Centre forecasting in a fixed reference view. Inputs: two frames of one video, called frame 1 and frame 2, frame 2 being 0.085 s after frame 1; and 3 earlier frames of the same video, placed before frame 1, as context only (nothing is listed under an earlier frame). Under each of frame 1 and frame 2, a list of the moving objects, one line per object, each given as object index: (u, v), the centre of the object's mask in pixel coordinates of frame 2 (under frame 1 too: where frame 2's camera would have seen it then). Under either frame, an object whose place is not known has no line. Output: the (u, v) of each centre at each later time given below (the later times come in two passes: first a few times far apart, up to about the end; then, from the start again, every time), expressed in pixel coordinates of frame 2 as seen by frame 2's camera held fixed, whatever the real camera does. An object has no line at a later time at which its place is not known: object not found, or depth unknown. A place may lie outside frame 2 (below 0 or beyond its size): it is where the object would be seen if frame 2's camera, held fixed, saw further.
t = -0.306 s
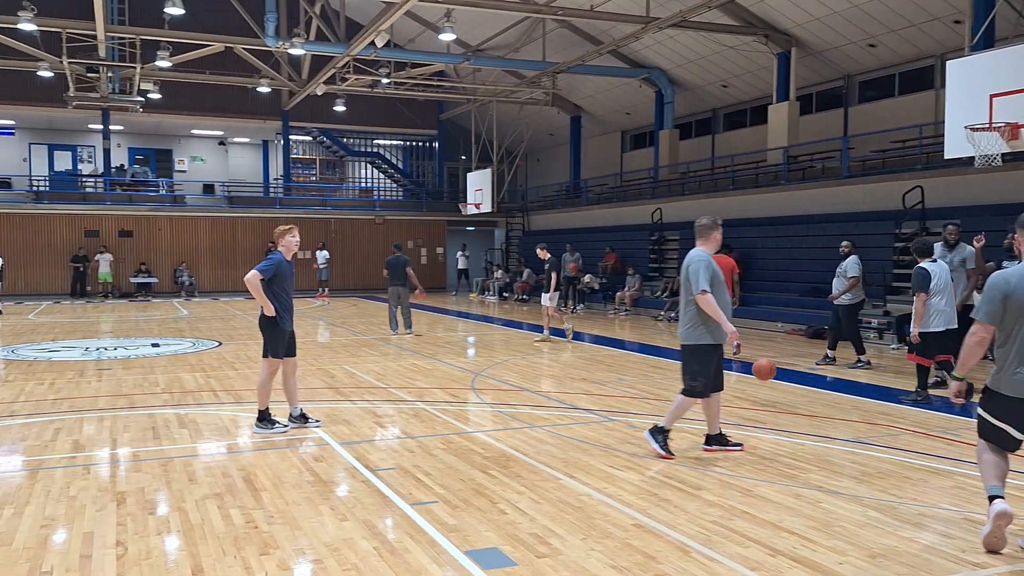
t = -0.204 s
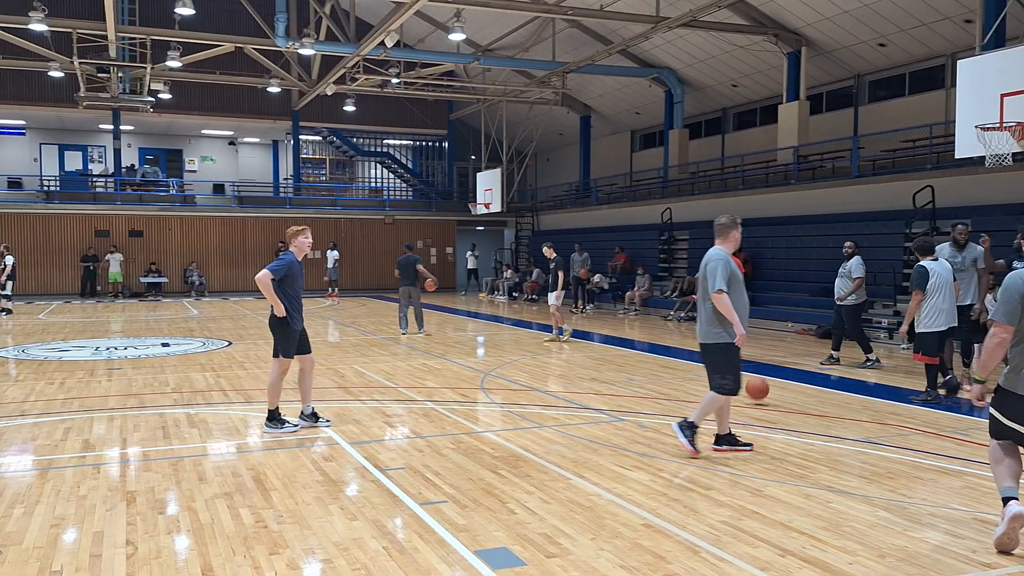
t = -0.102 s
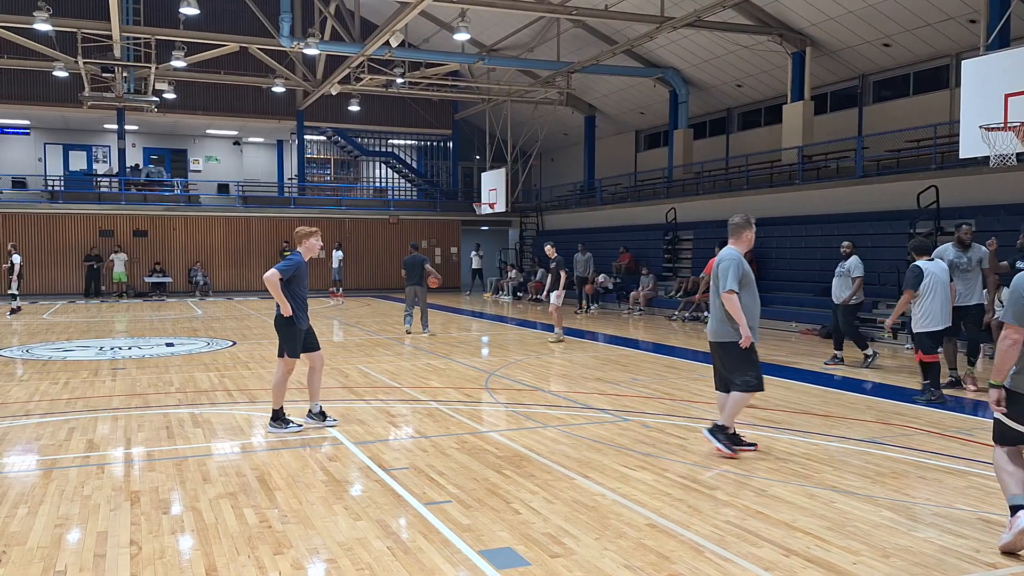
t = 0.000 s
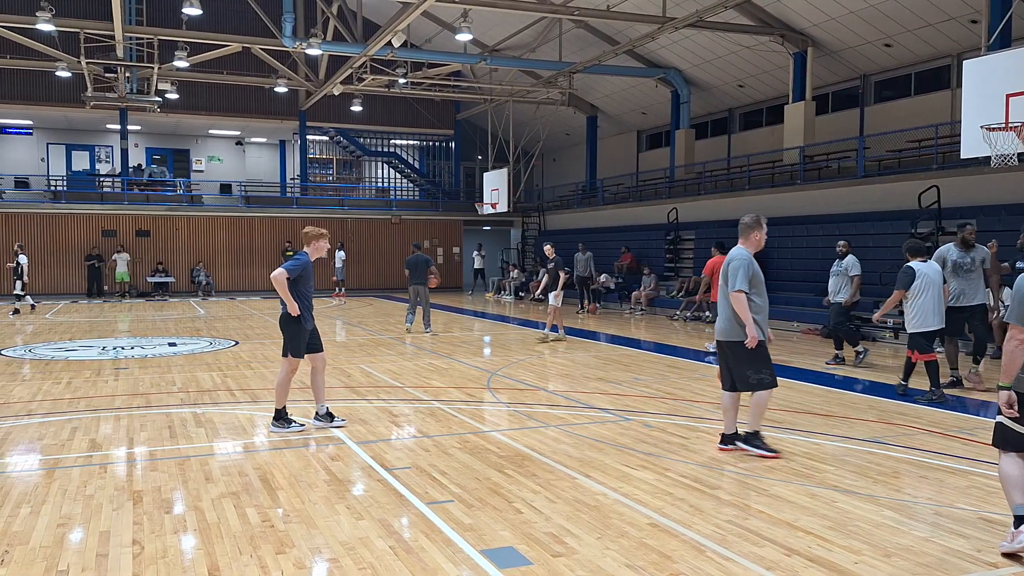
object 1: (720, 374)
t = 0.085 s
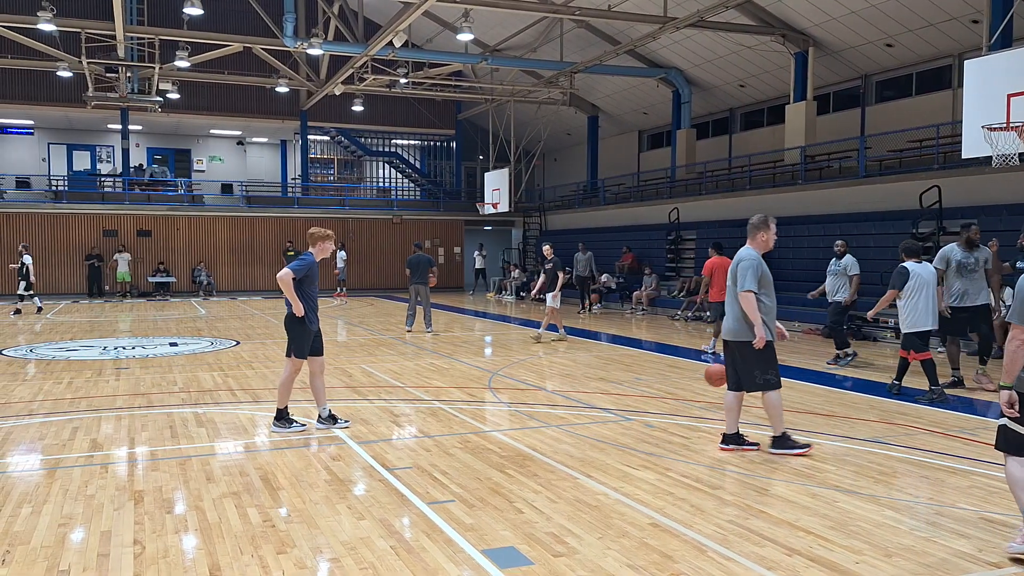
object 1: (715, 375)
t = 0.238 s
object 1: (690, 394)
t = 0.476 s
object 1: (650, 386)
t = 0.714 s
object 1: (609, 393)
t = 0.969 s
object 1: (563, 400)
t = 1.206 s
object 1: (520, 404)
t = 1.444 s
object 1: (477, 408)
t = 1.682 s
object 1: (431, 415)
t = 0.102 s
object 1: (713, 376)
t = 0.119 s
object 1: (711, 377)
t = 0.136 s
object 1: (708, 379)
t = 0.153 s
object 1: (705, 381)
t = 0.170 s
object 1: (702, 383)
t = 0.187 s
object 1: (699, 385)
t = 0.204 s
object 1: (696, 388)
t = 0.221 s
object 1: (693, 391)
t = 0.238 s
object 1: (690, 394)
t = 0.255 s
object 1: (687, 397)
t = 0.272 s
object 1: (684, 396)
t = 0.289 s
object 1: (682, 393)
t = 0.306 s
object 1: (679, 391)
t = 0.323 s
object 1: (676, 389)
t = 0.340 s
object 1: (673, 388)
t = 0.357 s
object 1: (670, 387)
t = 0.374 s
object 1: (667, 386)
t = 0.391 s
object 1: (664, 385)
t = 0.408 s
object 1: (661, 385)
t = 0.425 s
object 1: (658, 385)
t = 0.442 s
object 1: (655, 385)
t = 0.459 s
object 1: (653, 385)
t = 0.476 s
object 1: (650, 386)
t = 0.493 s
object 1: (647, 387)
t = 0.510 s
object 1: (644, 388)
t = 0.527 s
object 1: (641, 390)
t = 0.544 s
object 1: (638, 392)
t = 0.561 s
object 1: (635, 394)
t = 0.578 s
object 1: (632, 396)
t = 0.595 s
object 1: (629, 399)
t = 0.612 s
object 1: (626, 401)
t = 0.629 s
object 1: (624, 400)
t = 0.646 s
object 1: (621, 397)
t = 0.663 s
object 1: (618, 396)
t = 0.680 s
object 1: (615, 395)
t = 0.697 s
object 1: (612, 394)
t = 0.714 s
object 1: (609, 393)
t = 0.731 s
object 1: (606, 393)
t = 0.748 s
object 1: (602, 393)
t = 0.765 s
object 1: (600, 393)
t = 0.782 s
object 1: (597, 393)
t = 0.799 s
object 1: (594, 394)
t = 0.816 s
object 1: (591, 395)
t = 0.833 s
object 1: (588, 397)
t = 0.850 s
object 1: (585, 398)
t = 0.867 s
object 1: (582, 400)
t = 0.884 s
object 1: (579, 403)
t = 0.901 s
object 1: (575, 405)
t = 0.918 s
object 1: (573, 403)
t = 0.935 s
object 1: (569, 402)
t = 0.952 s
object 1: (566, 400)
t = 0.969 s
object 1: (563, 400)
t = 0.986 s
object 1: (561, 399)
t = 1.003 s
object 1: (558, 399)
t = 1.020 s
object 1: (554, 398)
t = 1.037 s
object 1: (552, 399)
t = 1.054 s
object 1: (549, 399)
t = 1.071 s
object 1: (546, 400)
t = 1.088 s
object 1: (542, 401)
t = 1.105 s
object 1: (539, 403)
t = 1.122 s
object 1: (536, 404)
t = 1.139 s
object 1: (533, 407)
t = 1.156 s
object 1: (530, 407)
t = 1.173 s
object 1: (527, 406)
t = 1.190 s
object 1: (524, 405)
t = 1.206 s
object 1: (520, 404)
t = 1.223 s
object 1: (518, 404)
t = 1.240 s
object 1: (514, 403)
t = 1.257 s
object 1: (511, 404)
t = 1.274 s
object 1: (508, 404)
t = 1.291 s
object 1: (505, 405)
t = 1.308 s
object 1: (502, 406)
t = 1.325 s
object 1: (499, 407)
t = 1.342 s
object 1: (496, 409)
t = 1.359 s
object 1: (492, 410)
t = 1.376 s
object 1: (489, 409)
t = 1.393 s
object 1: (486, 408)
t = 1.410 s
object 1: (483, 408)
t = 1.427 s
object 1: (480, 408)
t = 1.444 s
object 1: (477, 408)
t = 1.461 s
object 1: (473, 408)
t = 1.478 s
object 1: (470, 409)
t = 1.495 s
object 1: (467, 410)
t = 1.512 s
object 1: (463, 411)
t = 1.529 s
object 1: (460, 413)
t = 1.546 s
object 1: (457, 413)
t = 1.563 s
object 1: (454, 412)
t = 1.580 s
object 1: (450, 411)
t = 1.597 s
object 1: (447, 411)
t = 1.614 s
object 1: (444, 411)
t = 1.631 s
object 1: (441, 412)
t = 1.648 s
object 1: (437, 413)
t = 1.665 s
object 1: (434, 414)
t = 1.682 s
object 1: (431, 415)
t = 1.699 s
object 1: (427, 414)
